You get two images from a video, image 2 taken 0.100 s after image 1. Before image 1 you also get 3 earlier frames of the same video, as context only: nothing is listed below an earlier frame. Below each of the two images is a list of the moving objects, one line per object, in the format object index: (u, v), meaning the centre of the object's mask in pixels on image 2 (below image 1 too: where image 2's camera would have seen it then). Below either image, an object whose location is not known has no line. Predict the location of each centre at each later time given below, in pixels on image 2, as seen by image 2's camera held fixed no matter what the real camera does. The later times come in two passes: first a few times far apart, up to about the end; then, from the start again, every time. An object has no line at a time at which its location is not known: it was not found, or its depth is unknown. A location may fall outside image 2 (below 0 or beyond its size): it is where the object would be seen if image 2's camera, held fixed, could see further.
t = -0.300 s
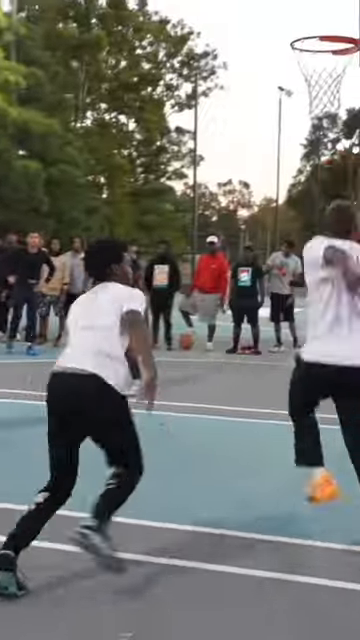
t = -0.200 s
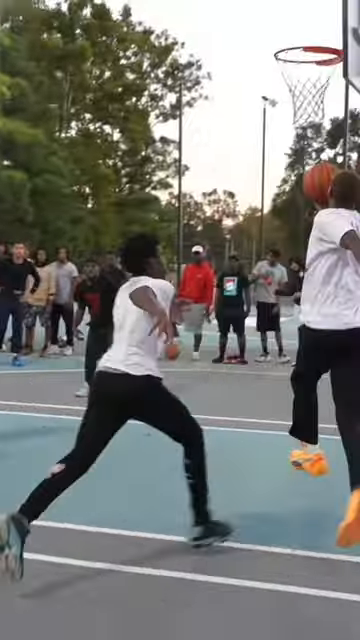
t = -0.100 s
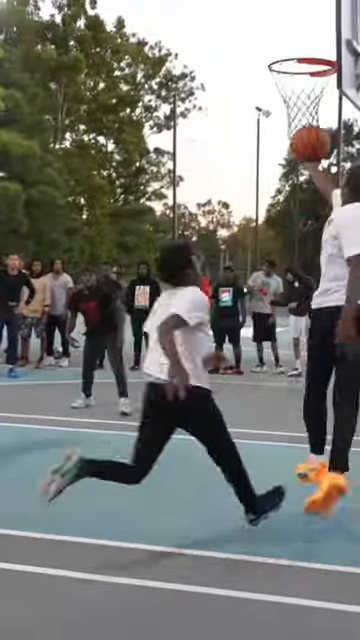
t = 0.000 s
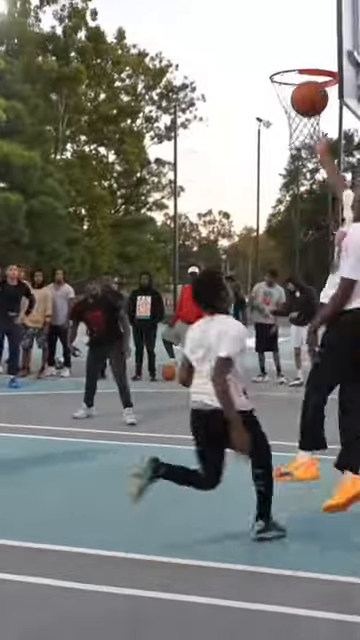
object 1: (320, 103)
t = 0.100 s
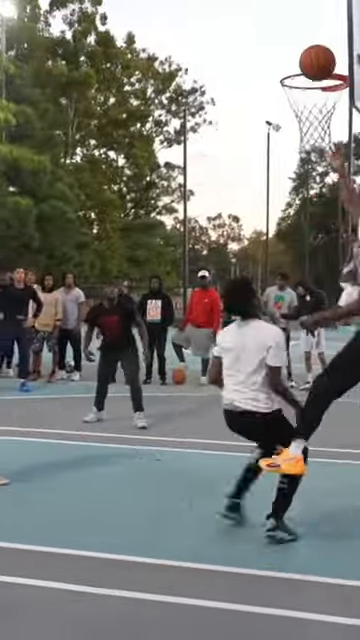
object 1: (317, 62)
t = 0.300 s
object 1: (313, 32)
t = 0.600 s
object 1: (312, 76)
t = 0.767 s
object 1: (320, 79)
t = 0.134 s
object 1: (317, 53)
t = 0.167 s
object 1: (316, 45)
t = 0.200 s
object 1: (315, 39)
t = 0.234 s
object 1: (314, 35)
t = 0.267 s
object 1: (314, 32)
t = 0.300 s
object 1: (313, 32)
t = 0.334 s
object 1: (312, 32)
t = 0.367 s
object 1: (311, 35)
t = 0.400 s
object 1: (311, 38)
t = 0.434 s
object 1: (310, 44)
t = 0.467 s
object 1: (309, 50)
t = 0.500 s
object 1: (308, 58)
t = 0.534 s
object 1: (307, 68)
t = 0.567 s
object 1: (307, 78)
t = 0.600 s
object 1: (312, 76)
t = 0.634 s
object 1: (317, 75)
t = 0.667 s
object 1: (323, 75)
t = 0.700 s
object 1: (327, 75)
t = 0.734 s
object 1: (327, 76)
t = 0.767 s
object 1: (320, 79)
